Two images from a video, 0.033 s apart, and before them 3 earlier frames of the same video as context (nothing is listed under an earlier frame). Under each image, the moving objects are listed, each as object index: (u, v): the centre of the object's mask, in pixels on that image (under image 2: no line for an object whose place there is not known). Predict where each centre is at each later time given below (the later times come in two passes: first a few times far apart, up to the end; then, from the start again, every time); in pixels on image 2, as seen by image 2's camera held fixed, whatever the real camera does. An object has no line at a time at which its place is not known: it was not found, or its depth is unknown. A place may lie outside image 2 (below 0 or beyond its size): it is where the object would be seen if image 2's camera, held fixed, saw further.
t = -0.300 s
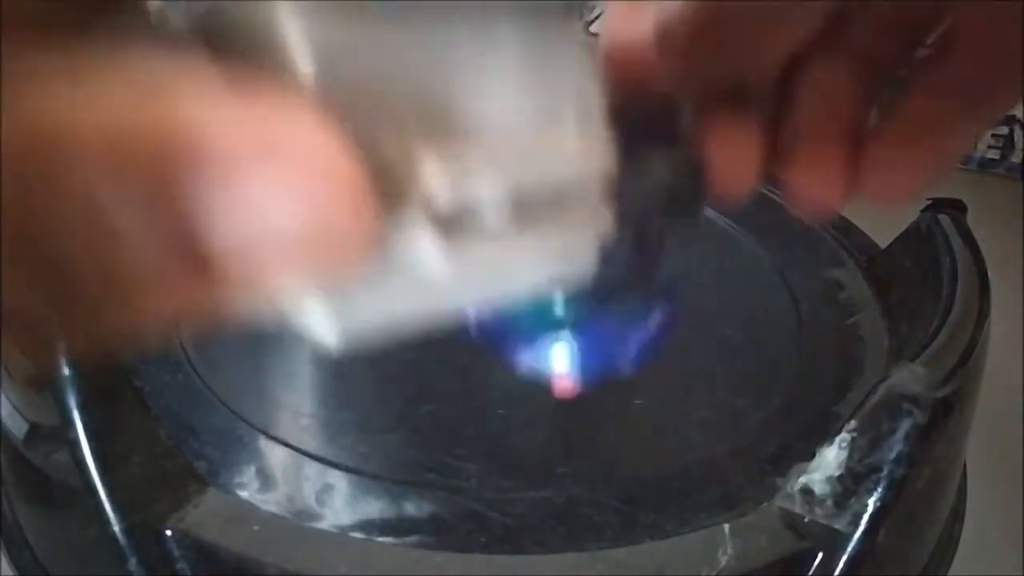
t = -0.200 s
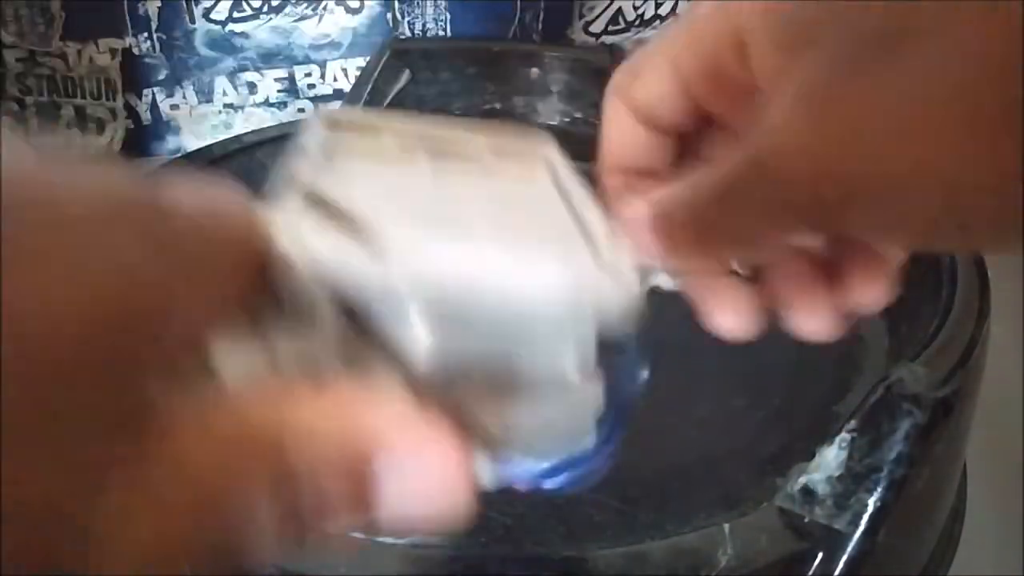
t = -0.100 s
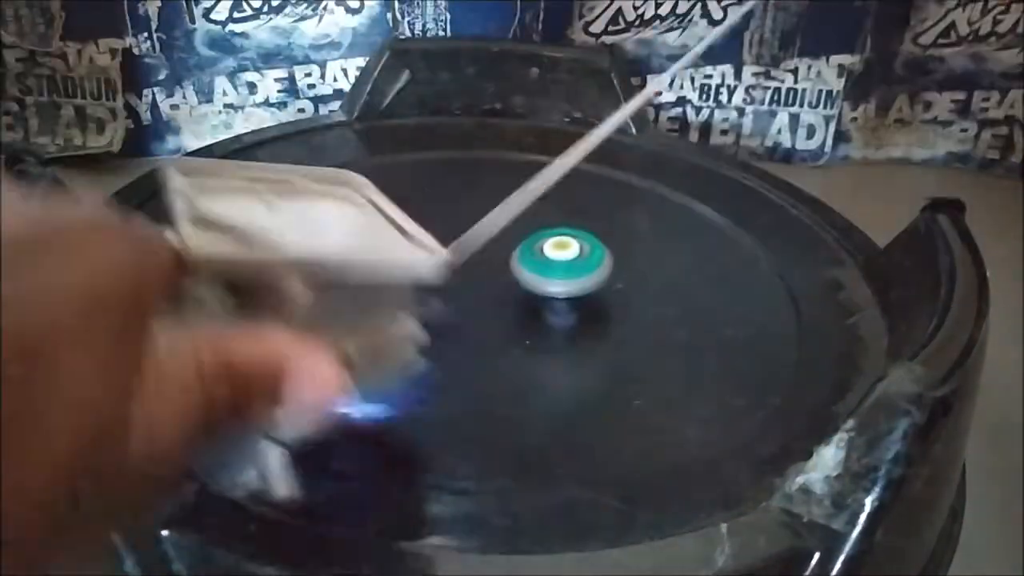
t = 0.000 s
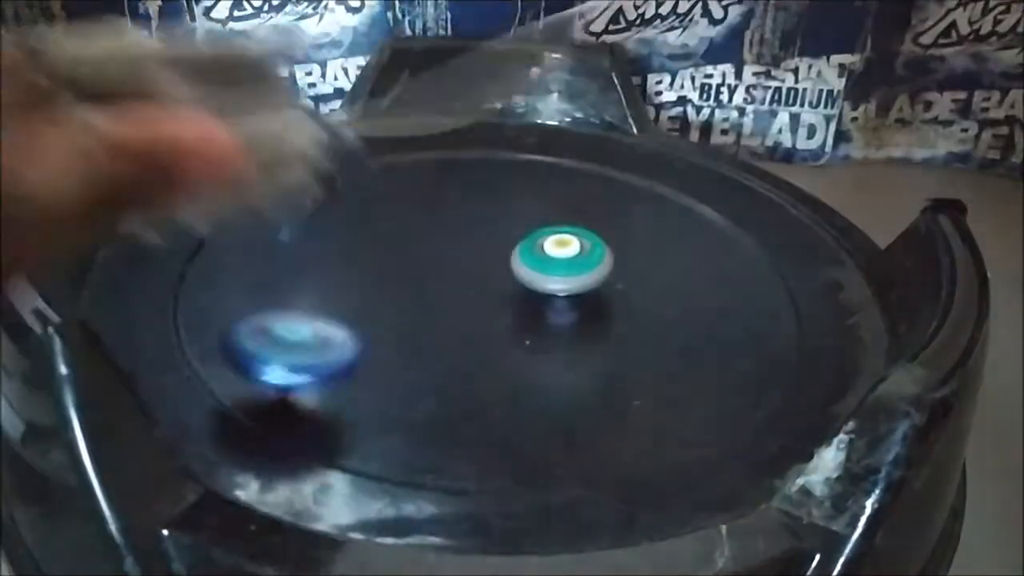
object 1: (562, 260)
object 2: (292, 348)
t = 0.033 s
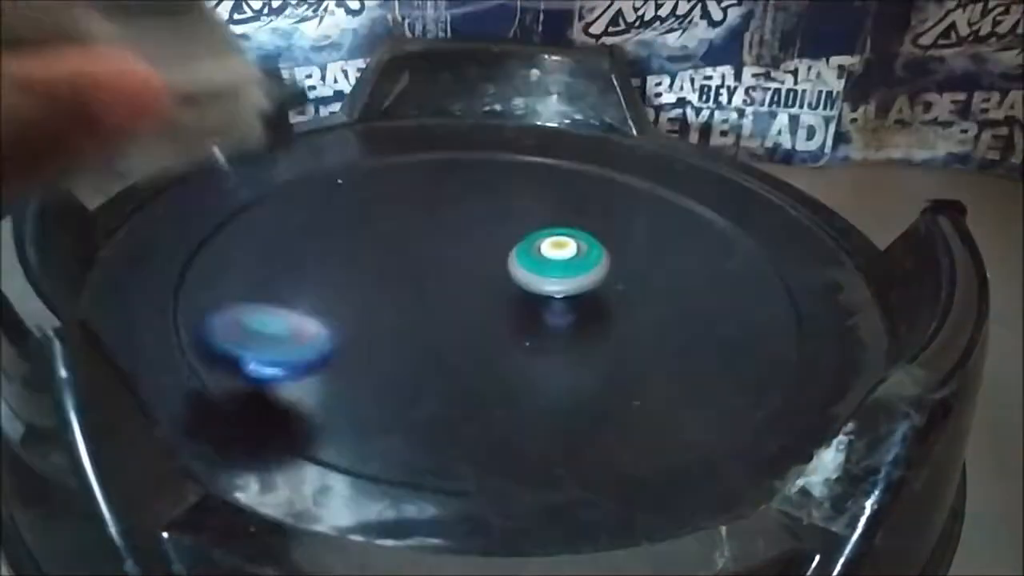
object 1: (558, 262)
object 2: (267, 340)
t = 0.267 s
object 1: (540, 279)
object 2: (202, 298)
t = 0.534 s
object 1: (551, 296)
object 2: (207, 281)
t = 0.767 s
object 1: (553, 298)
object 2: (300, 274)
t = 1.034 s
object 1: (505, 306)
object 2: (379, 195)
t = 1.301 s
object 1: (500, 323)
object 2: (236, 188)
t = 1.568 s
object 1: (644, 295)
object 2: (362, 313)
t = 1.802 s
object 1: (787, 226)
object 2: (452, 302)
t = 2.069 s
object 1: (753, 191)
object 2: (519, 203)
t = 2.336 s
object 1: (618, 168)
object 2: (331, 107)
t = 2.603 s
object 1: (431, 190)
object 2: (334, 318)
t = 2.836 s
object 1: (373, 266)
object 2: (714, 206)
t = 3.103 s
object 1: (467, 336)
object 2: (456, 169)
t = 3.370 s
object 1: (565, 298)
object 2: (545, 390)
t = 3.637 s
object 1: (517, 266)
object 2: (757, 218)
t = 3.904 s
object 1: (459, 275)
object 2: (341, 236)
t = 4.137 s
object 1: (467, 299)
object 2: (515, 438)
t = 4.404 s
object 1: (497, 293)
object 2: (670, 233)
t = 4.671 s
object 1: (492, 282)
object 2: (219, 207)
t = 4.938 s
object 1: (481, 279)
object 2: (521, 420)
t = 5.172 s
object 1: (478, 279)
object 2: (594, 219)
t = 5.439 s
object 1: (480, 278)
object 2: (221, 154)
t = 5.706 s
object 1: (602, 283)
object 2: (338, 233)
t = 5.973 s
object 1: (836, 217)
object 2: (266, 202)
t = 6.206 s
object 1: (809, 254)
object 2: (253, 182)
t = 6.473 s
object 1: (692, 248)
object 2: (278, 177)
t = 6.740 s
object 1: (515, 273)
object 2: (331, 170)
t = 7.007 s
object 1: (782, 344)
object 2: (351, 227)
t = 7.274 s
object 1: (725, 267)
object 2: (567, 169)
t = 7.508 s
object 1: (572, 244)
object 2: (499, 153)
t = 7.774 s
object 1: (436, 327)
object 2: (514, 188)
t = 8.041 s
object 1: (393, 406)
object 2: (541, 193)
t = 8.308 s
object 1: (491, 433)
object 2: (569, 225)
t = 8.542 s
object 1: (567, 356)
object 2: (642, 255)
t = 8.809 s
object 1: (479, 261)
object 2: (609, 277)
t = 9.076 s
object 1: (354, 246)
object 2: (570, 339)
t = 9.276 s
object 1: (330, 276)
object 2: (596, 336)
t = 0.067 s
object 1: (555, 264)
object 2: (238, 331)
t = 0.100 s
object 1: (550, 265)
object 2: (214, 321)
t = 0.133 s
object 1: (547, 267)
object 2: (212, 315)
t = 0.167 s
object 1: (545, 271)
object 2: (215, 315)
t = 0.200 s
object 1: (543, 272)
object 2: (213, 310)
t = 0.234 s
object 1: (541, 275)
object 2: (208, 302)
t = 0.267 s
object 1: (540, 279)
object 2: (202, 298)
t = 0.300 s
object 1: (539, 282)
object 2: (200, 296)
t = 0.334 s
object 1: (538, 285)
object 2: (203, 297)
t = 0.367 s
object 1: (539, 287)
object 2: (203, 295)
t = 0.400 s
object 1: (541, 290)
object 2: (202, 292)
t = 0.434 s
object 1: (545, 292)
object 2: (200, 289)
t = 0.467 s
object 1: (547, 294)
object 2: (200, 286)
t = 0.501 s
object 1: (548, 295)
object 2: (201, 284)
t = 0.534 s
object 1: (551, 296)
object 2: (207, 281)
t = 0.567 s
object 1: (553, 298)
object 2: (216, 278)
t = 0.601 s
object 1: (555, 299)
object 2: (224, 276)
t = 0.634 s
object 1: (556, 299)
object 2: (233, 275)
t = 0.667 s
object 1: (556, 299)
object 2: (246, 274)
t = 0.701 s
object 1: (555, 299)
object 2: (261, 273)
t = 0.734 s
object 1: (555, 299)
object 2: (279, 274)
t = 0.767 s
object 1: (553, 298)
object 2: (300, 274)
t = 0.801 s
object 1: (548, 298)
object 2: (320, 270)
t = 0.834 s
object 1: (542, 297)
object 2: (341, 266)
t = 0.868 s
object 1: (537, 298)
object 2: (359, 259)
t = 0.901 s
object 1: (529, 299)
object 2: (373, 248)
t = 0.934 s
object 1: (523, 299)
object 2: (381, 236)
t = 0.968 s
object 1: (517, 301)
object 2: (384, 223)
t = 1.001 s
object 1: (510, 303)
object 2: (385, 208)
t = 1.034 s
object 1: (505, 306)
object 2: (379, 195)
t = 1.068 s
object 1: (501, 310)
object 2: (368, 182)
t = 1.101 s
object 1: (497, 313)
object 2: (354, 172)
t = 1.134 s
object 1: (496, 315)
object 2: (336, 162)
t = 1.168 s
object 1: (495, 317)
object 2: (316, 152)
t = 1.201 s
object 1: (495, 320)
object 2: (297, 151)
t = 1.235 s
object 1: (496, 321)
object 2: (275, 160)
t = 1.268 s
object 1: (497, 323)
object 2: (251, 170)
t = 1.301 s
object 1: (500, 323)
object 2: (236, 188)
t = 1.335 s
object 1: (502, 324)
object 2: (233, 215)
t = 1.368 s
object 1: (505, 323)
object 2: (249, 244)
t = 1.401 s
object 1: (506, 322)
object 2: (285, 272)
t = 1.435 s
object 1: (506, 321)
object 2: (311, 287)
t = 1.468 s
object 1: (506, 318)
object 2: (374, 310)
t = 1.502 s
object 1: (574, 310)
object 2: (369, 313)
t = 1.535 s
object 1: (611, 304)
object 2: (363, 313)
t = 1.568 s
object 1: (644, 295)
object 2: (362, 313)
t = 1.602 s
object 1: (676, 287)
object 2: (363, 314)
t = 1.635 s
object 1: (703, 277)
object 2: (370, 314)
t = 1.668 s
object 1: (727, 267)
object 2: (381, 315)
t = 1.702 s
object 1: (750, 257)
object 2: (396, 314)
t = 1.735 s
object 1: (766, 249)
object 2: (414, 312)
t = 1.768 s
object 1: (781, 239)
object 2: (433, 308)
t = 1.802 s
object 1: (787, 226)
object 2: (452, 302)
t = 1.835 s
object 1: (788, 216)
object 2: (471, 294)
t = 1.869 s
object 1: (788, 210)
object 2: (487, 285)
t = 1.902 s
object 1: (788, 211)
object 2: (500, 273)
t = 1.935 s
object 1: (785, 208)
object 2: (510, 260)
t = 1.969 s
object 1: (777, 197)
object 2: (517, 246)
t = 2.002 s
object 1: (770, 193)
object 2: (521, 231)
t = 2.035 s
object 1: (762, 195)
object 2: (522, 217)
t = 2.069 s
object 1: (753, 191)
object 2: (519, 203)
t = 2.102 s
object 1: (745, 186)
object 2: (514, 189)
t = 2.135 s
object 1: (736, 184)
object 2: (506, 175)
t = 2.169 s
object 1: (725, 182)
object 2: (494, 161)
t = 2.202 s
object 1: (715, 177)
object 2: (482, 149)
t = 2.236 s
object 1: (691, 178)
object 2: (449, 126)
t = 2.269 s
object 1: (668, 171)
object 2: (410, 116)
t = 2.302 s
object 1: (643, 169)
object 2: (374, 119)
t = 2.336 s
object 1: (618, 168)
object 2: (331, 107)
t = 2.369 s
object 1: (592, 168)
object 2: (289, 115)
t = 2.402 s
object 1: (567, 168)
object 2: (253, 133)
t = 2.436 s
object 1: (542, 169)
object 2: (223, 151)
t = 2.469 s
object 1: (518, 170)
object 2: (211, 174)
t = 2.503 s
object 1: (493, 173)
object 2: (212, 201)
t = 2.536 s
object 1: (470, 177)
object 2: (229, 236)
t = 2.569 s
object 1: (449, 183)
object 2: (269, 277)
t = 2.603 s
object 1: (431, 190)
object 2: (334, 318)
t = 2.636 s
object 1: (415, 198)
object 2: (411, 343)
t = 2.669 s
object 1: (400, 208)
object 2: (496, 349)
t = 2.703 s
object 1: (389, 217)
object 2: (575, 338)
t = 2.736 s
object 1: (381, 229)
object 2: (643, 312)
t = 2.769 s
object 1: (375, 242)
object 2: (688, 279)
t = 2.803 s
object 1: (373, 253)
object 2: (710, 243)
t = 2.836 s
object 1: (373, 266)
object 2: (714, 206)
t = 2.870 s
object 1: (378, 278)
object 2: (694, 166)
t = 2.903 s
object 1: (384, 290)
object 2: (658, 145)
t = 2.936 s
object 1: (393, 302)
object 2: (629, 124)
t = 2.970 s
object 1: (404, 312)
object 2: (599, 110)
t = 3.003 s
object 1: (411, 317)
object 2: (579, 109)
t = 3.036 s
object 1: (428, 326)
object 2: (538, 126)
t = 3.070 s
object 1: (447, 333)
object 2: (499, 159)
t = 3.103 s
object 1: (467, 336)
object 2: (456, 169)
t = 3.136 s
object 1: (486, 337)
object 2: (411, 195)
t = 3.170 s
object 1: (505, 335)
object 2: (382, 218)
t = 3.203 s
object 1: (522, 332)
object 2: (364, 248)
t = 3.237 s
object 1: (537, 328)
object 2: (359, 283)
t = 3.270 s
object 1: (548, 322)
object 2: (373, 314)
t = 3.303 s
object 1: (556, 315)
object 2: (410, 345)
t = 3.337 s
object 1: (564, 307)
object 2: (470, 374)
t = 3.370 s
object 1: (565, 298)
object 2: (545, 390)
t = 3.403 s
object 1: (564, 293)
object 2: (632, 393)
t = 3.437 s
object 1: (561, 287)
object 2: (725, 382)
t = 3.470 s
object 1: (557, 280)
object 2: (782, 344)
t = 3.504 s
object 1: (553, 275)
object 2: (814, 316)
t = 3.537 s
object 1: (546, 271)
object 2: (844, 287)
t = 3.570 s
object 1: (538, 269)
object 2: (826, 257)
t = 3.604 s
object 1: (527, 268)
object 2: (797, 244)
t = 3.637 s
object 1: (517, 266)
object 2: (757, 218)
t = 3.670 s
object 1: (508, 264)
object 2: (714, 211)
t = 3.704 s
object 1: (500, 264)
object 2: (659, 199)
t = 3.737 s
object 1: (491, 264)
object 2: (607, 194)
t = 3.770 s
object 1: (483, 265)
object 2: (551, 194)
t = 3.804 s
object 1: (476, 267)
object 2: (492, 196)
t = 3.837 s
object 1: (470, 270)
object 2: (437, 207)
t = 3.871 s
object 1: (463, 273)
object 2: (385, 219)
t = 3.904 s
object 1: (459, 275)
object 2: (341, 236)
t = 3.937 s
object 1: (458, 278)
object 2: (305, 260)
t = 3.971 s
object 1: (458, 282)
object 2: (282, 294)
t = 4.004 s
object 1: (462, 287)
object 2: (273, 334)
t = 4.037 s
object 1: (464, 292)
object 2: (283, 378)
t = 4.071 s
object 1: (465, 295)
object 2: (332, 404)
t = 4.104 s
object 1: (464, 297)
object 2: (416, 424)
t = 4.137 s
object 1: (467, 299)
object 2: (515, 438)
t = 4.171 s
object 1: (471, 299)
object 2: (606, 430)
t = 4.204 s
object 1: (475, 299)
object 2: (683, 408)
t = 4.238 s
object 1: (479, 298)
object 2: (733, 378)
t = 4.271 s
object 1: (485, 298)
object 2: (758, 346)
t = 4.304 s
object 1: (489, 296)
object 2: (762, 314)
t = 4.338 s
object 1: (493, 295)
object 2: (747, 286)
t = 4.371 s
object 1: (495, 294)
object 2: (714, 256)
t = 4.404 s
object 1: (497, 293)
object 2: (670, 233)
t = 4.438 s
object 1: (498, 291)
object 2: (618, 216)
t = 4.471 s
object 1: (498, 289)
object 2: (562, 202)
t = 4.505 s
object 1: (498, 288)
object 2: (505, 194)
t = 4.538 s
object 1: (497, 287)
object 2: (444, 188)
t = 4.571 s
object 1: (495, 285)
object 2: (386, 187)
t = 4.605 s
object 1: (494, 284)
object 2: (328, 188)
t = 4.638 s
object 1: (493, 283)
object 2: (272, 195)
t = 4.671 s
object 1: (492, 282)
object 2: (219, 207)
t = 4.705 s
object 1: (490, 281)
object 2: (193, 225)
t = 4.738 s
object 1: (489, 281)
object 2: (186, 262)
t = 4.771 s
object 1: (488, 281)
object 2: (203, 301)
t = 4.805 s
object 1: (487, 280)
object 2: (230, 351)
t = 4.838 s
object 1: (485, 280)
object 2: (288, 388)
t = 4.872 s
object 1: (484, 279)
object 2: (366, 415)
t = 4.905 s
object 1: (482, 279)
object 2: (447, 424)
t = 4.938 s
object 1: (481, 279)
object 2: (521, 420)
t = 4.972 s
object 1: (481, 279)
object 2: (585, 401)
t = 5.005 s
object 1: (480, 279)
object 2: (631, 375)
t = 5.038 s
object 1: (479, 279)
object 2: (657, 342)
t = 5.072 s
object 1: (478, 279)
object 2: (663, 310)
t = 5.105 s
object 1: (478, 279)
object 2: (651, 276)
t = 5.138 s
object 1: (478, 279)
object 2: (627, 245)
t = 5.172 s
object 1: (478, 279)
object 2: (594, 219)
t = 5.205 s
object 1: (478, 279)
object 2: (555, 197)
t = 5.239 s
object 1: (478, 279)
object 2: (510, 178)
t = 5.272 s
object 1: (478, 279)
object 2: (461, 162)
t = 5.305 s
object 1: (478, 279)
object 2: (410, 149)
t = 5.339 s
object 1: (479, 279)
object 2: (361, 142)
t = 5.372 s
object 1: (479, 279)
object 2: (316, 142)
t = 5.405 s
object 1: (480, 278)
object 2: (267, 148)
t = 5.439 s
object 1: (480, 278)
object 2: (221, 154)
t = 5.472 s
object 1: (481, 278)
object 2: (174, 161)
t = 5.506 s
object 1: (482, 277)
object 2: (140, 175)
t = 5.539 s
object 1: (482, 277)
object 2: (174, 165)
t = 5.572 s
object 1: (483, 277)
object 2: (242, 167)
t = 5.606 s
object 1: (483, 276)
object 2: (306, 188)
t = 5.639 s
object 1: (484, 277)
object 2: (370, 234)
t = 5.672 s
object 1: (559, 278)
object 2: (357, 244)
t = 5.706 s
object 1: (602, 283)
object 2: (338, 233)
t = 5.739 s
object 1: (642, 277)
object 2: (323, 221)
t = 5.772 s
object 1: (681, 267)
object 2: (308, 213)
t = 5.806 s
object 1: (717, 264)
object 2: (295, 211)
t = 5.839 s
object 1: (755, 265)
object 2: (282, 213)
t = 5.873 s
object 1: (792, 270)
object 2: (275, 207)
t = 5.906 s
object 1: (814, 254)
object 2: (272, 204)
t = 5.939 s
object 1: (824, 234)
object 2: (269, 205)
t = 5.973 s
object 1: (836, 217)
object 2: (266, 202)
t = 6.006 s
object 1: (845, 208)
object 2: (262, 199)
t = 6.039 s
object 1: (851, 203)
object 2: (259, 195)
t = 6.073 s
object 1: (853, 204)
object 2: (257, 191)
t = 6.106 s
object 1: (848, 207)
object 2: (255, 186)
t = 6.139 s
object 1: (836, 217)
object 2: (252, 183)
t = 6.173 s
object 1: (821, 237)
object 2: (252, 180)
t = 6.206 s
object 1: (809, 254)
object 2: (253, 182)
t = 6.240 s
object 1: (799, 238)
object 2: (256, 183)
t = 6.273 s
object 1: (787, 223)
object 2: (259, 183)
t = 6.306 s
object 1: (775, 216)
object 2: (261, 182)
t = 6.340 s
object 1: (759, 215)
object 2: (265, 181)
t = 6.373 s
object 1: (742, 221)
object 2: (267, 179)
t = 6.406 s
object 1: (726, 230)
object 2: (271, 178)
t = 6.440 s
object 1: (708, 246)
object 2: (274, 178)
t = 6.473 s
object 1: (692, 248)
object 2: (278, 177)
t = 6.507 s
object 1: (655, 237)
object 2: (287, 177)
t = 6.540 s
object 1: (616, 248)
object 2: (297, 177)
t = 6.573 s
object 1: (579, 244)
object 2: (305, 179)
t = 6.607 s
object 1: (542, 245)
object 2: (319, 184)
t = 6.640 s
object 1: (508, 243)
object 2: (334, 189)
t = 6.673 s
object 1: (479, 241)
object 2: (352, 196)
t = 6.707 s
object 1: (466, 245)
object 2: (364, 198)
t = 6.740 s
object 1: (515, 273)
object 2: (331, 170)
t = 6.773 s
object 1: (563, 297)
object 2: (305, 155)
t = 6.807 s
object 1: (610, 317)
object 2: (291, 146)
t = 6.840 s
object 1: (655, 331)
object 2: (282, 156)
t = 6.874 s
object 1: (694, 341)
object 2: (279, 159)
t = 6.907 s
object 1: (727, 348)
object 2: (281, 176)
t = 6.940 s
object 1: (751, 350)
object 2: (294, 193)
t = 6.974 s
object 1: (769, 348)
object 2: (316, 210)
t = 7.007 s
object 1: (782, 344)
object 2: (351, 227)
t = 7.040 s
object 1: (789, 336)
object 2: (385, 240)
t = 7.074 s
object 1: (789, 326)
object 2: (424, 247)
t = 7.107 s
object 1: (785, 315)
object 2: (462, 247)
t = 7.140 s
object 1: (778, 304)
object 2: (497, 238)
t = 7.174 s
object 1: (768, 293)
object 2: (525, 225)
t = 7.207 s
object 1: (755, 284)
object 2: (546, 208)
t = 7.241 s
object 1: (741, 274)
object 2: (559, 189)
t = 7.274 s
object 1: (725, 267)
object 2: (567, 169)
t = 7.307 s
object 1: (707, 259)
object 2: (569, 154)
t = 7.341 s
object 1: (688, 252)
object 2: (564, 137)
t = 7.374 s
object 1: (667, 248)
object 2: (545, 137)
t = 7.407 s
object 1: (644, 245)
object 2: (526, 145)
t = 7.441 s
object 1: (620, 243)
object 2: (513, 146)
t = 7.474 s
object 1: (596, 243)
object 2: (505, 149)
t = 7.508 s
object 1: (572, 244)
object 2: (499, 153)
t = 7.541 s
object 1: (550, 246)
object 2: (493, 160)
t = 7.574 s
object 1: (529, 249)
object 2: (489, 170)
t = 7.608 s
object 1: (510, 253)
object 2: (486, 183)
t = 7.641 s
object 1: (492, 258)
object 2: (487, 193)
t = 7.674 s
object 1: (470, 282)
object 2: (496, 195)
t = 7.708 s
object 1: (459, 297)
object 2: (503, 191)
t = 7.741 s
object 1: (447, 312)
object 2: (509, 189)
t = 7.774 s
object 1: (436, 327)
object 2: (514, 188)
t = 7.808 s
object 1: (425, 340)
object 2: (519, 188)
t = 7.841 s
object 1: (416, 352)
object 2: (523, 187)
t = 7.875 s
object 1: (407, 363)
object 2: (527, 187)
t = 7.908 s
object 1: (401, 373)
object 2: (531, 188)
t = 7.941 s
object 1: (396, 382)
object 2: (533, 188)
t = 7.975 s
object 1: (393, 390)
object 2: (537, 190)
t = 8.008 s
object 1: (392, 398)
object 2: (539, 192)
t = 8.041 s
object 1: (393, 406)
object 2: (541, 193)
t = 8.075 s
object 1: (396, 412)
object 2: (543, 195)
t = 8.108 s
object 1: (401, 418)
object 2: (545, 198)
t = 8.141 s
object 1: (408, 423)
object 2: (546, 201)
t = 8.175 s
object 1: (415, 429)
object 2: (548, 204)
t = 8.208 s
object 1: (423, 434)
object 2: (550, 206)
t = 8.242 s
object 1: (443, 439)
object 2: (556, 212)
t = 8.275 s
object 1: (467, 437)
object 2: (562, 218)
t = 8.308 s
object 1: (491, 433)
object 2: (569, 225)
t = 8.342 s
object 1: (511, 427)
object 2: (577, 231)
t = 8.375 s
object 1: (528, 419)
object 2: (588, 239)
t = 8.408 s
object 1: (543, 409)
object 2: (600, 246)
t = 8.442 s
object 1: (554, 398)
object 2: (613, 251)
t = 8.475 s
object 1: (561, 385)
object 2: (626, 253)
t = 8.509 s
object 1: (566, 371)
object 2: (636, 255)
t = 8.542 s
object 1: (567, 356)
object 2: (642, 255)
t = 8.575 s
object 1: (565, 341)
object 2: (647, 255)
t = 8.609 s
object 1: (560, 327)
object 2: (649, 257)
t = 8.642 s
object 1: (552, 313)
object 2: (648, 258)
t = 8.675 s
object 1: (541, 300)
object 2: (644, 260)
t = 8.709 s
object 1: (528, 288)
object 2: (638, 263)
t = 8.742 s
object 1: (513, 277)
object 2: (629, 267)
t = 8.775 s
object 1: (496, 268)
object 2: (619, 271)
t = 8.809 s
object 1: (479, 261)
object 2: (609, 277)
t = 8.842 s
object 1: (460, 254)
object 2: (598, 284)
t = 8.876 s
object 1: (442, 250)
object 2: (588, 292)
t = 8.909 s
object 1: (424, 246)
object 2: (580, 299)
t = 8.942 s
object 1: (406, 244)
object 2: (573, 308)
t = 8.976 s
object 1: (390, 243)
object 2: (568, 317)
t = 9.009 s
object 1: (374, 244)
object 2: (565, 327)
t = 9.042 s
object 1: (367, 244)
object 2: (565, 331)
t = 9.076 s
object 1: (354, 246)
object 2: (570, 339)
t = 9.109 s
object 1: (343, 249)
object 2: (578, 344)
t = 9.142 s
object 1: (334, 253)
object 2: (586, 348)
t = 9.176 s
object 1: (328, 259)
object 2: (593, 349)
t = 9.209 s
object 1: (325, 264)
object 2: (598, 347)
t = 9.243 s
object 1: (325, 270)
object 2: (599, 342)
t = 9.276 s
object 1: (330, 276)
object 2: (596, 336)
